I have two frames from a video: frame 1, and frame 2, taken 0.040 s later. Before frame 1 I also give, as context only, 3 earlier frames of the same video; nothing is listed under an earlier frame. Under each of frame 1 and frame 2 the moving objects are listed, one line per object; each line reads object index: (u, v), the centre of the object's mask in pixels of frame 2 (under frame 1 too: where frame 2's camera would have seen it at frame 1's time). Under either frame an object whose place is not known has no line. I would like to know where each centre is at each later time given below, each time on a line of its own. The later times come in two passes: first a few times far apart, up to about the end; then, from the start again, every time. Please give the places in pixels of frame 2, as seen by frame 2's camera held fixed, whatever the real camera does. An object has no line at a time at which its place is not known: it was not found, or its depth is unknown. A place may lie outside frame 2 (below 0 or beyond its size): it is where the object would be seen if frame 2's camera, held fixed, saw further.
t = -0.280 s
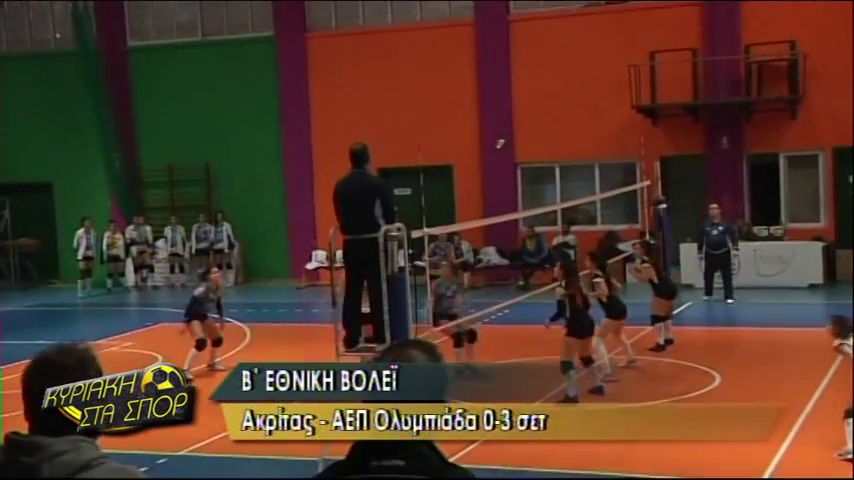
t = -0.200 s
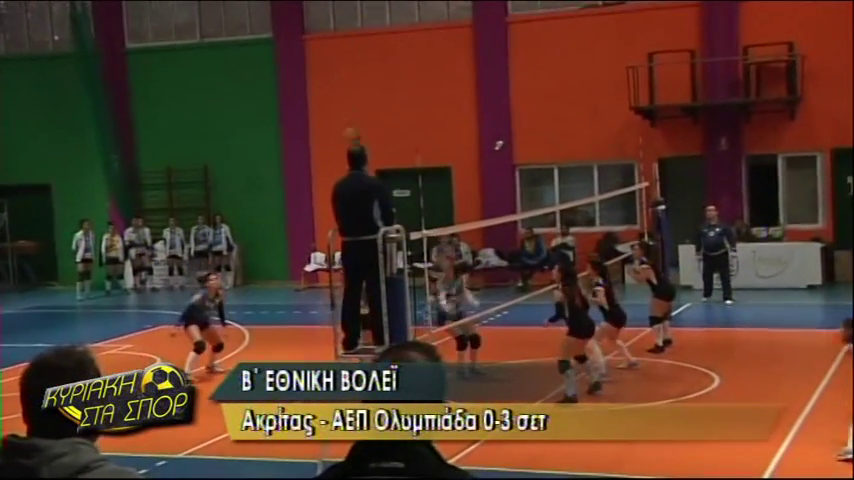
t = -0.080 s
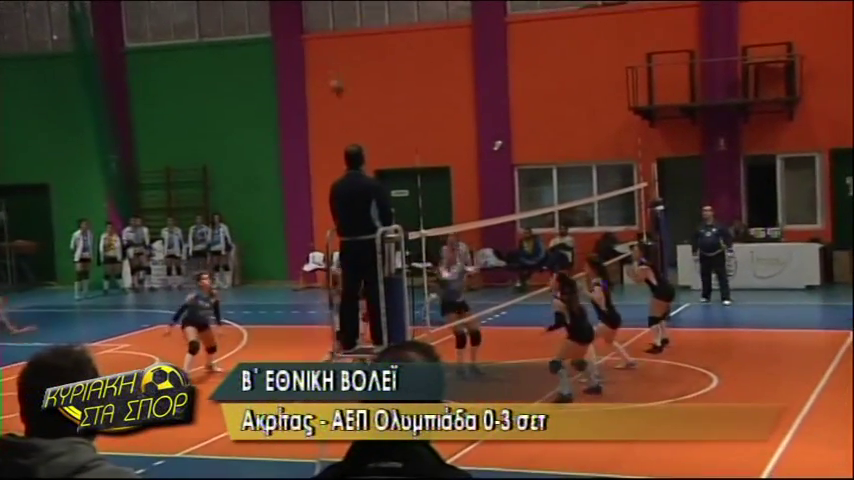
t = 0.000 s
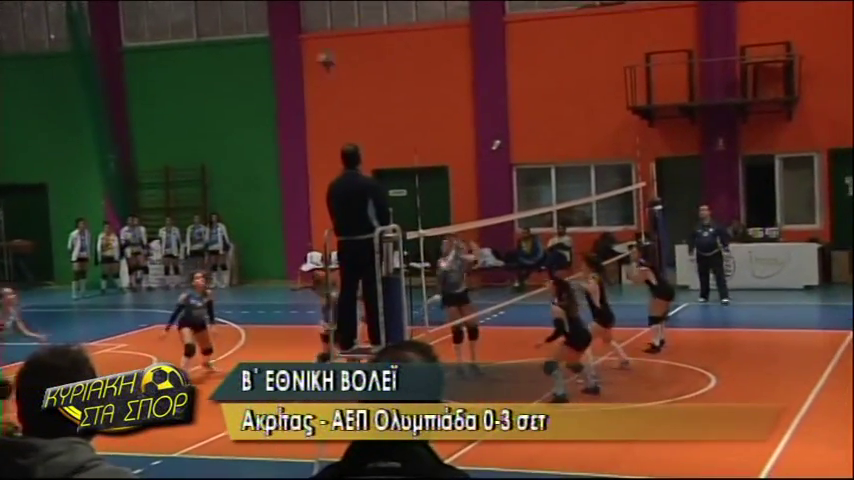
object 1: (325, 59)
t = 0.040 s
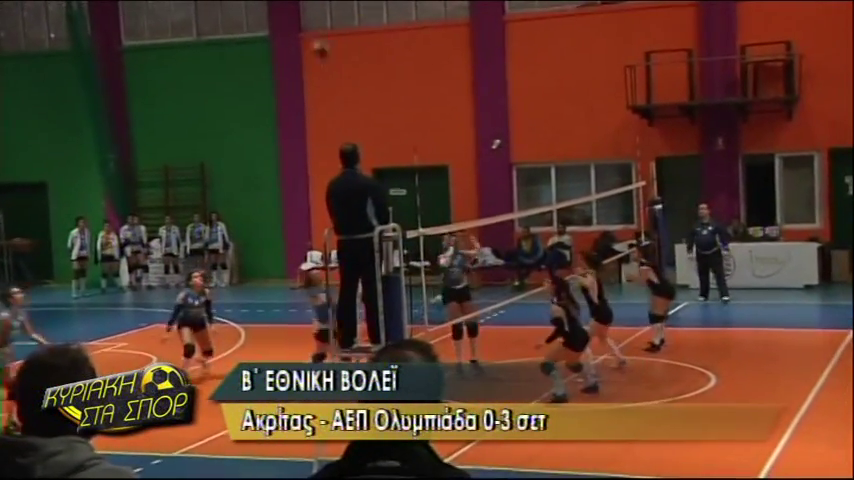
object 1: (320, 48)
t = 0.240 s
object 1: (298, 10)
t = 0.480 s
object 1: (273, 14)
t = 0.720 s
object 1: (252, 63)
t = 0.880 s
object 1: (240, 123)
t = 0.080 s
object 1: (316, 37)
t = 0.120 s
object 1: (311, 28)
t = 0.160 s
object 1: (307, 21)
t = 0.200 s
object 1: (302, 14)
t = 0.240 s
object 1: (298, 10)
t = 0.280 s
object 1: (295, 8)
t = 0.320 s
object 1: (289, 7)
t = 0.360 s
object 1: (284, 6)
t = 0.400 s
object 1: (280, 7)
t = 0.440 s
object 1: (276, 9)
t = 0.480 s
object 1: (273, 14)
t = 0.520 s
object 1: (270, 20)
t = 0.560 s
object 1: (266, 25)
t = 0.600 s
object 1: (262, 32)
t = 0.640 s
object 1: (259, 42)
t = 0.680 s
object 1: (256, 51)
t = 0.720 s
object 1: (252, 63)
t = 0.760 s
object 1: (249, 77)
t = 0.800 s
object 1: (246, 91)
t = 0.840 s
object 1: (243, 106)
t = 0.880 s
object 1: (240, 123)
